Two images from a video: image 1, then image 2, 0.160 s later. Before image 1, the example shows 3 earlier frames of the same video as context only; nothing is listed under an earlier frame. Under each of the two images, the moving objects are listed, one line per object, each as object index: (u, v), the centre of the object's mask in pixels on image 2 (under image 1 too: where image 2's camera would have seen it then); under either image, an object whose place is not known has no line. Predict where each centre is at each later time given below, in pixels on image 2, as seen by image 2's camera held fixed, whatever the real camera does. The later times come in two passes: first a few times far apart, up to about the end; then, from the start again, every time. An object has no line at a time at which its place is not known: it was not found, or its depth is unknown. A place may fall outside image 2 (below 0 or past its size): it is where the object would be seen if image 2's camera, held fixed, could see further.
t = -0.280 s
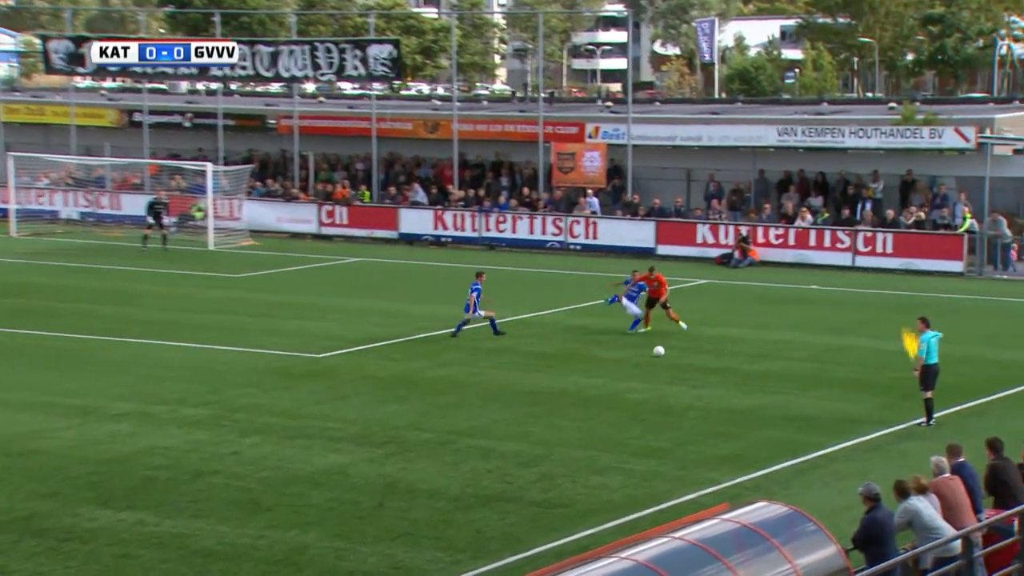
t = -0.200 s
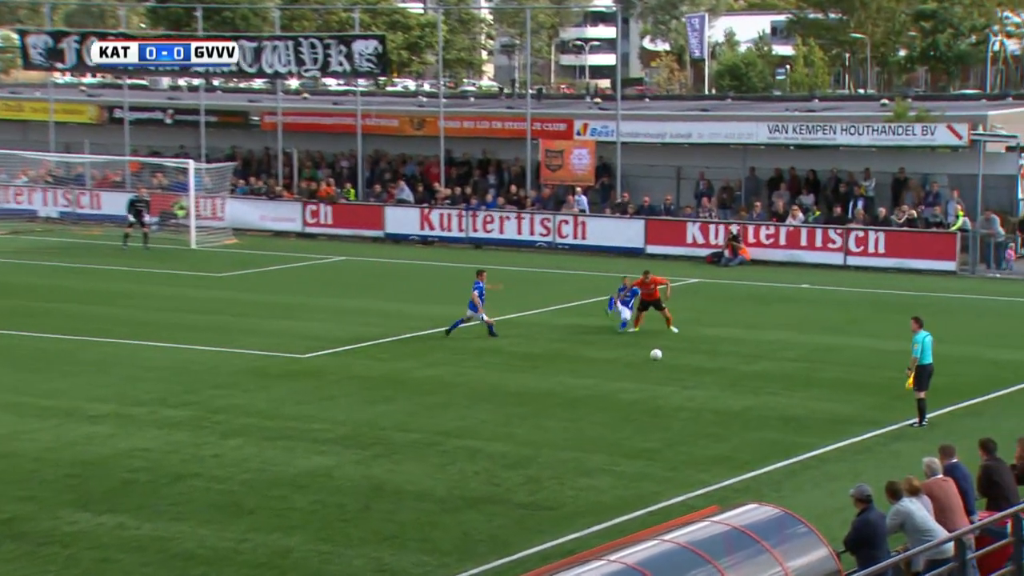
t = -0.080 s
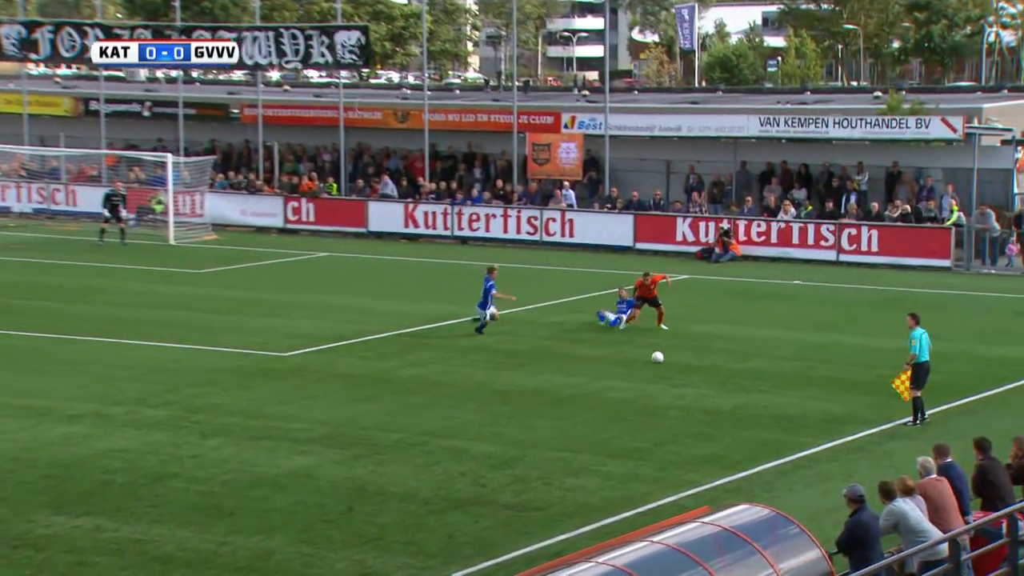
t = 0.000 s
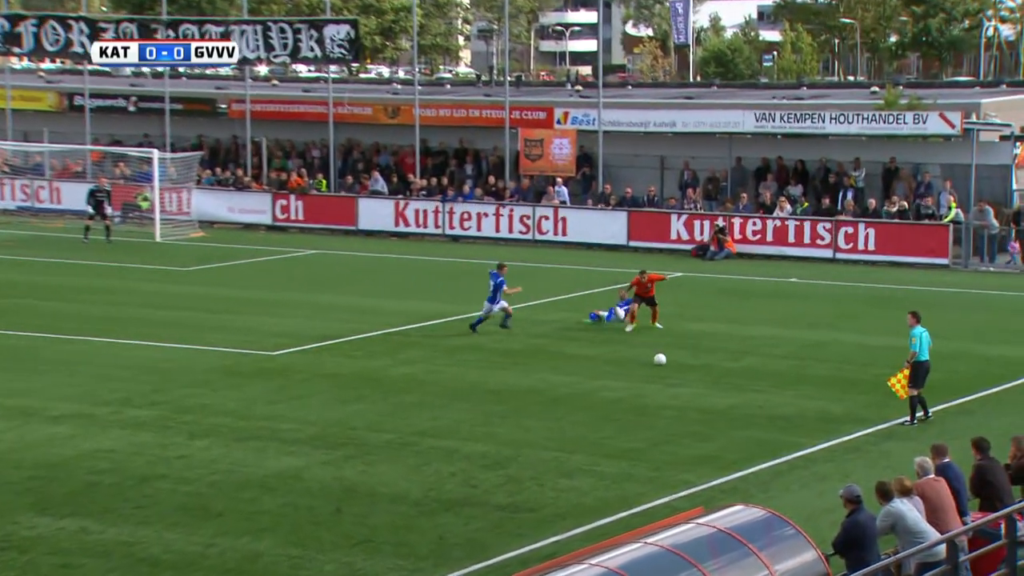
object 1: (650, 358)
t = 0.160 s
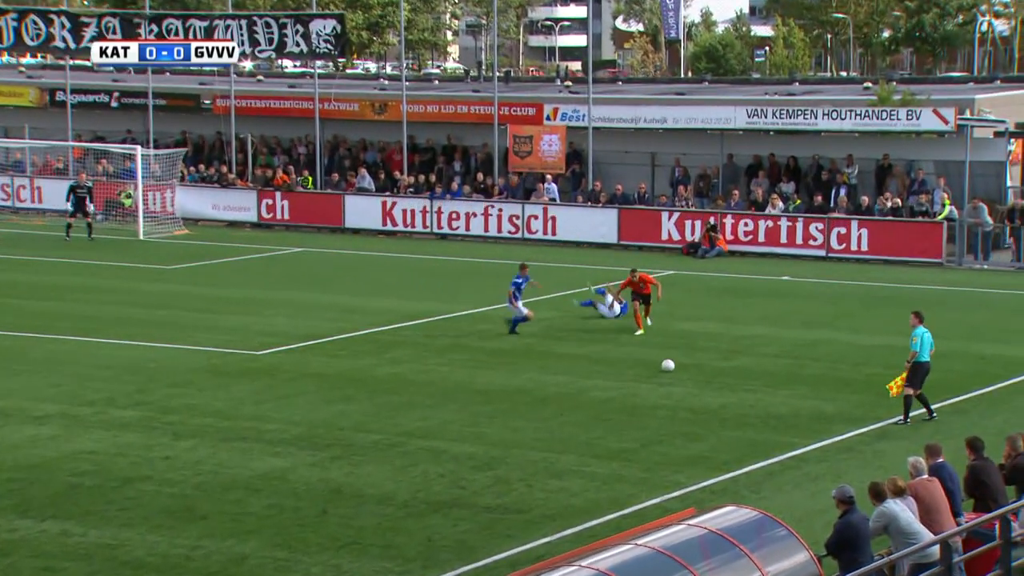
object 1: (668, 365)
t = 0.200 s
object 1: (672, 366)
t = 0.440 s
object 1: (699, 377)
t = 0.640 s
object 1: (722, 385)
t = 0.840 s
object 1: (747, 393)
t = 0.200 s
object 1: (672, 366)
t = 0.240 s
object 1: (676, 368)
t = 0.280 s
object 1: (681, 370)
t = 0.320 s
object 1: (686, 372)
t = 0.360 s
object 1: (690, 374)
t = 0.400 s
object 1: (694, 375)
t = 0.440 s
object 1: (699, 377)
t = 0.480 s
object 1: (704, 378)
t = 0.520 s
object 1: (708, 380)
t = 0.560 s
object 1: (713, 382)
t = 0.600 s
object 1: (717, 384)
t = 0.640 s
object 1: (722, 385)
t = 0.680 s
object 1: (727, 387)
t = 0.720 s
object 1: (732, 389)
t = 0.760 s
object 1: (737, 391)
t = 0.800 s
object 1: (742, 392)
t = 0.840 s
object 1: (747, 393)
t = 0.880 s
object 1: (752, 395)
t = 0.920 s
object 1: (757, 397)
